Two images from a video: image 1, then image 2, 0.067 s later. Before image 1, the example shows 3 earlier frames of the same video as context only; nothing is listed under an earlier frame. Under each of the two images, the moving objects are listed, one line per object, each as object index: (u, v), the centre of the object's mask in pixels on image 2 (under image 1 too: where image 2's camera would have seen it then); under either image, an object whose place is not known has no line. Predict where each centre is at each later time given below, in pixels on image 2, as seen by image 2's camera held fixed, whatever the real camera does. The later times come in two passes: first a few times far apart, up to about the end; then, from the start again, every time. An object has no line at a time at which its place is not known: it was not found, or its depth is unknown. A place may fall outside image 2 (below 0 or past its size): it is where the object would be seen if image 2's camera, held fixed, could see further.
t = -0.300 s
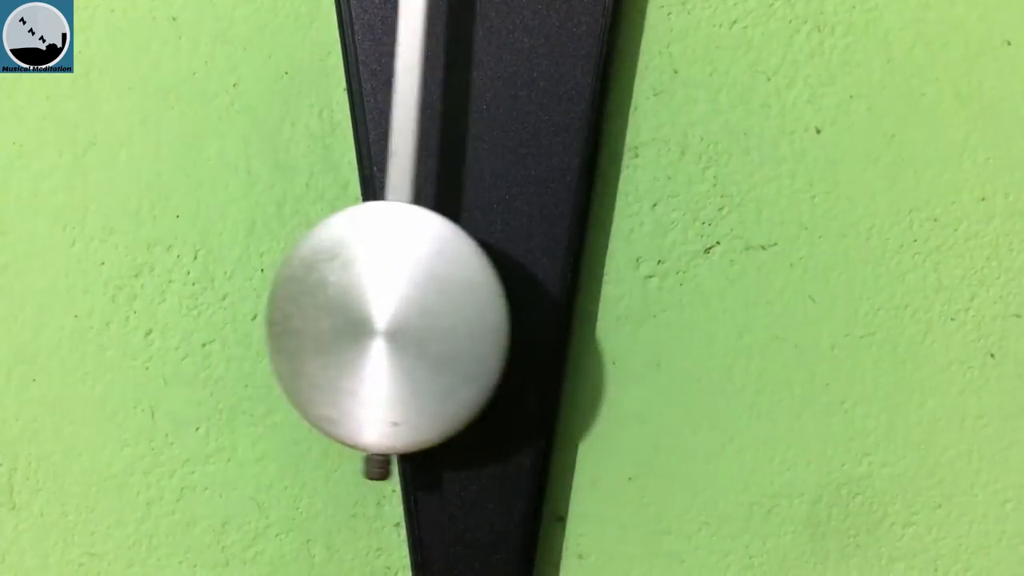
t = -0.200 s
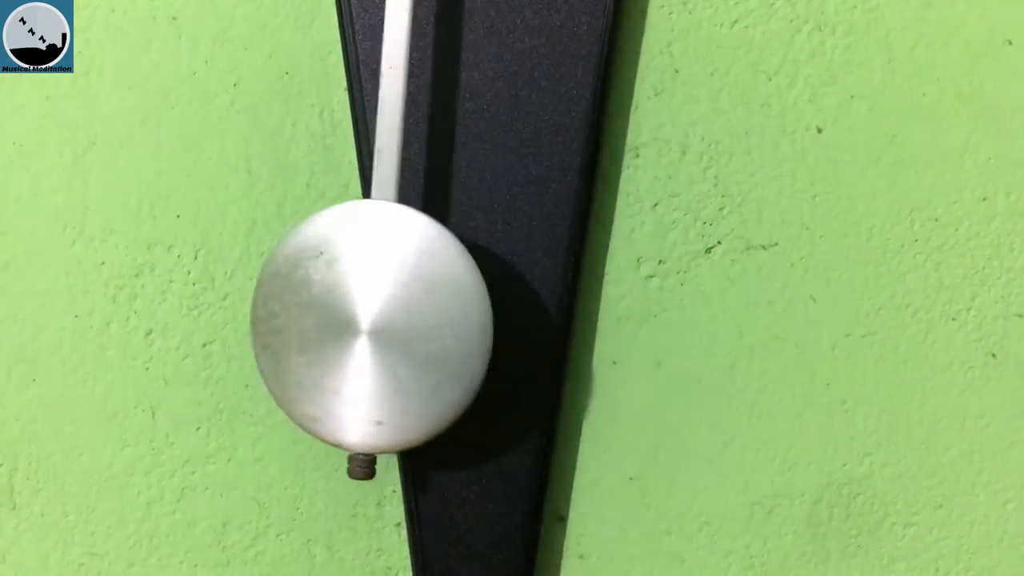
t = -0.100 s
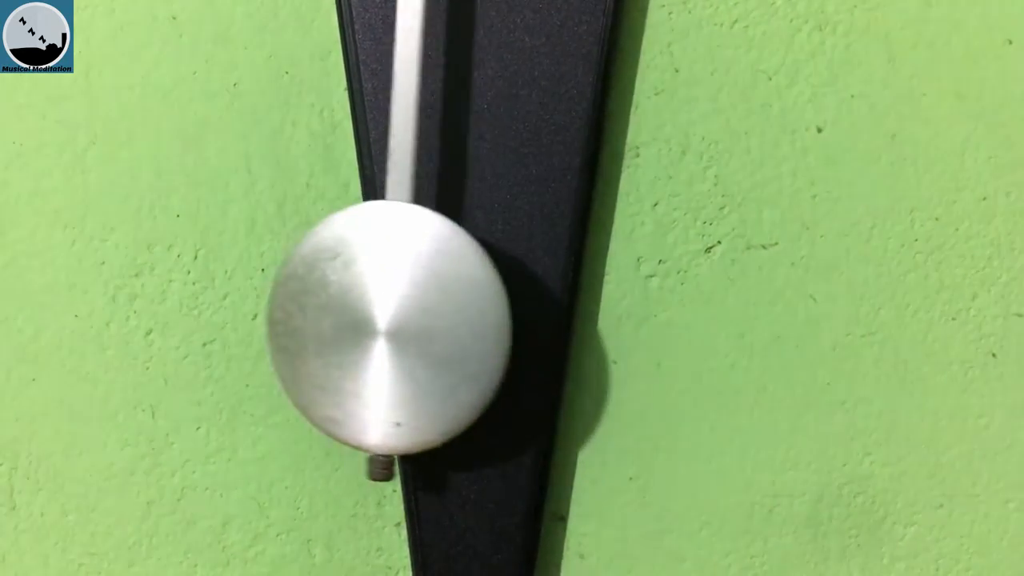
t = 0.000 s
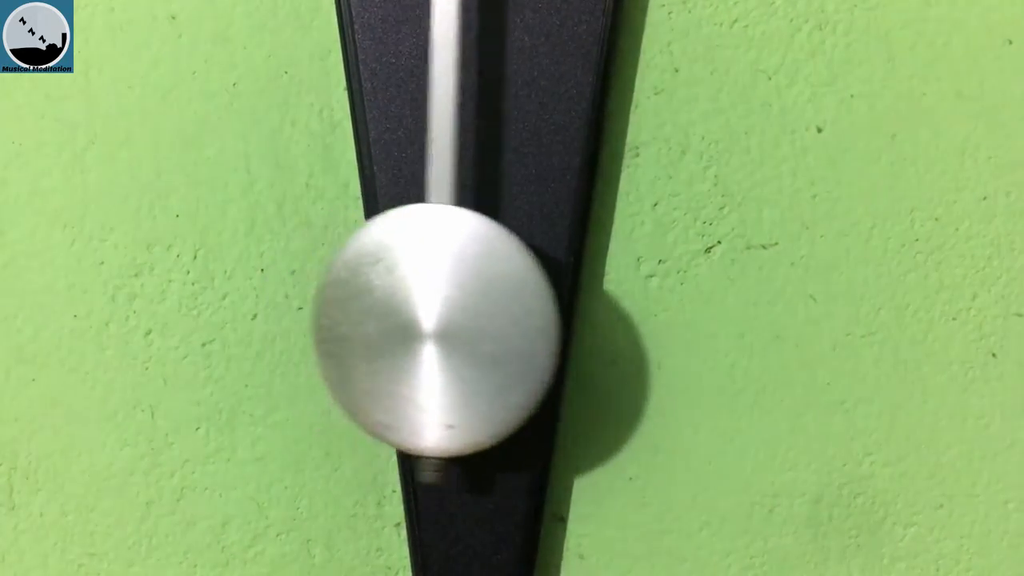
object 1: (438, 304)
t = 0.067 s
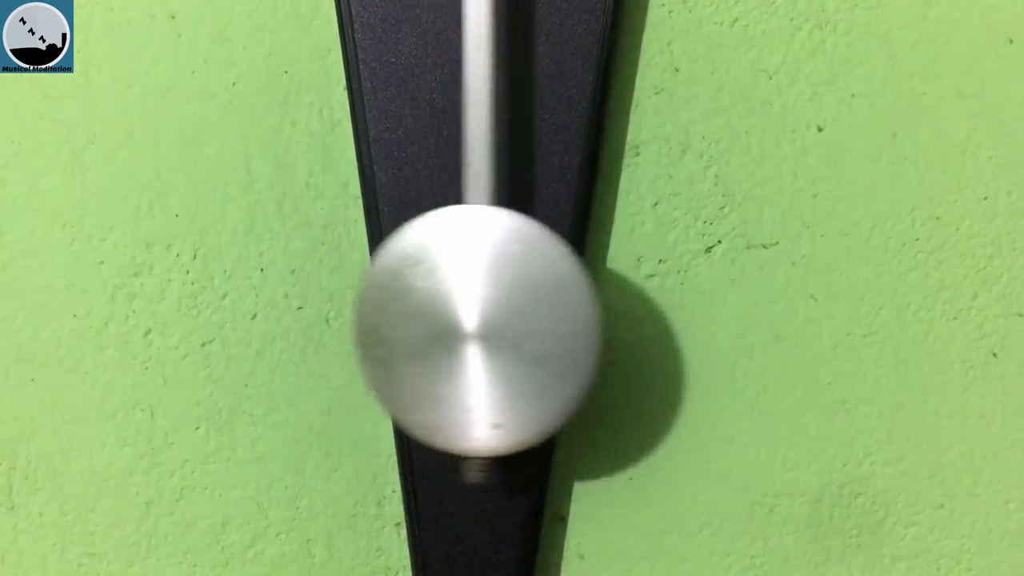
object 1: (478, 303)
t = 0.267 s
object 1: (590, 303)
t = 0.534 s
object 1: (576, 305)
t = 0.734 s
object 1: (455, 304)
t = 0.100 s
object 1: (499, 303)
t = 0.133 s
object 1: (520, 303)
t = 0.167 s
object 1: (540, 303)
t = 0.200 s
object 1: (559, 303)
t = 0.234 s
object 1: (576, 303)
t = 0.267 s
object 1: (590, 303)
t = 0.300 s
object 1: (602, 303)
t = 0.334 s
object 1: (609, 303)
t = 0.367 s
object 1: (613, 303)
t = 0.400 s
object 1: (613, 304)
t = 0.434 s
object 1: (610, 304)
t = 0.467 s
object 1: (602, 304)
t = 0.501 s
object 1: (590, 305)
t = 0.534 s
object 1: (576, 305)
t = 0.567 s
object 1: (559, 304)
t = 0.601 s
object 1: (540, 304)
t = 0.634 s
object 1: (519, 306)
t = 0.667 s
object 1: (498, 306)
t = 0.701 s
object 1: (477, 305)
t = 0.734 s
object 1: (455, 304)
